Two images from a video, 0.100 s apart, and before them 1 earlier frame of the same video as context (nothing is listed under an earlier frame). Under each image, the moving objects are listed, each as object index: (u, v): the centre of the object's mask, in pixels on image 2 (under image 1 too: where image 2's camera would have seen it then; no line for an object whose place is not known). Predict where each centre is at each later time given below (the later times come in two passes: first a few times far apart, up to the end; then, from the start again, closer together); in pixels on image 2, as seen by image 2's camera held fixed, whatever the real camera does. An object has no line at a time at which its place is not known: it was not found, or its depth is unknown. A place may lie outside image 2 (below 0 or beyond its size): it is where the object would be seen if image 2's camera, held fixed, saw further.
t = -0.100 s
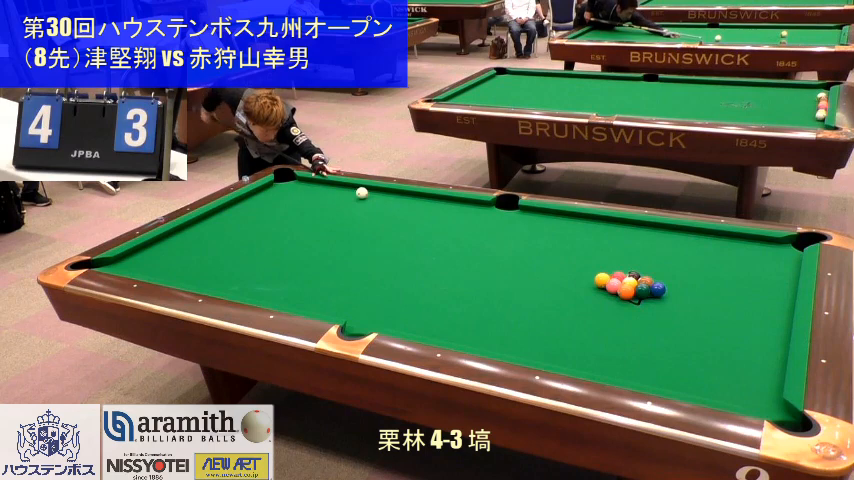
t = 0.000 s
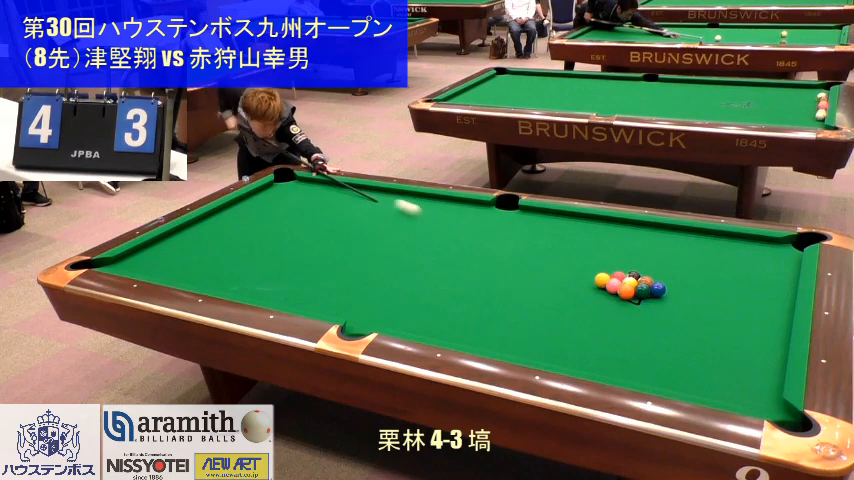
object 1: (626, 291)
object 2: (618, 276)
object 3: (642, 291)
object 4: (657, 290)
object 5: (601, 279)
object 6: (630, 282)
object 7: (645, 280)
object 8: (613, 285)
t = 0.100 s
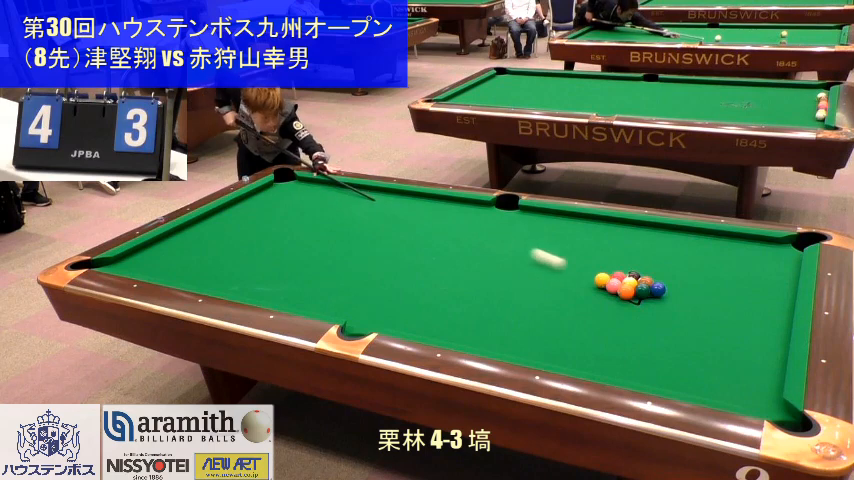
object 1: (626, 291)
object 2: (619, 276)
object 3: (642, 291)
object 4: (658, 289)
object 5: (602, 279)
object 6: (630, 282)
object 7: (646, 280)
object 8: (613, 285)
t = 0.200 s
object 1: (672, 349)
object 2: (618, 277)
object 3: (653, 294)
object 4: (716, 290)
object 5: (576, 285)
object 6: (631, 284)
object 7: (676, 281)
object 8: (601, 298)
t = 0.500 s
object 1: (755, 304)
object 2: (617, 273)
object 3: (694, 305)
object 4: (763, 287)
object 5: (482, 301)
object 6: (635, 283)
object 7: (719, 255)
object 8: (550, 341)
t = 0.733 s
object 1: (724, 250)
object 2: (617, 269)
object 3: (727, 313)
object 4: (773, 293)
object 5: (408, 313)
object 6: (638, 283)
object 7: (700, 235)
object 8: (529, 340)
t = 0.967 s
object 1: (668, 239)
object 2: (617, 267)
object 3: (759, 322)
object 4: (782, 299)
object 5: (369, 322)
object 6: (638, 282)
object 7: (678, 247)
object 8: (524, 317)
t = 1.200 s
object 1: (599, 244)
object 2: (616, 265)
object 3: (776, 327)
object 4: (785, 303)
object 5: (406, 324)
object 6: (638, 282)
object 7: (653, 263)
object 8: (519, 296)
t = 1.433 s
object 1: (530, 249)
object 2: (615, 263)
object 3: (757, 326)
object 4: (781, 305)
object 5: (438, 328)
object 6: (639, 286)
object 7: (627, 277)
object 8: (515, 279)
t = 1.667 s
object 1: (462, 253)
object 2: (615, 262)
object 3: (740, 325)
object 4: (778, 306)
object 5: (470, 330)
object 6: (644, 297)
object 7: (598, 282)
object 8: (512, 263)
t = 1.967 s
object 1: (376, 259)
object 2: (614, 261)
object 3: (722, 323)
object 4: (776, 308)
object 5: (510, 333)
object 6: (650, 312)
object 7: (560, 288)
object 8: (507, 245)
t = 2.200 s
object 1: (310, 263)
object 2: (614, 261)
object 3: (708, 323)
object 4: (775, 309)
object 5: (540, 336)
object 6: (656, 324)
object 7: (532, 292)
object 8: (505, 233)
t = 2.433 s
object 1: (245, 267)
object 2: (614, 263)
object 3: (697, 322)
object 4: (775, 309)
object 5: (570, 338)
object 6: (661, 336)
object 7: (505, 297)
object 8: (502, 223)
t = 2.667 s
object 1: (179, 271)
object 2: (612, 265)
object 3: (687, 321)
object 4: (775, 309)
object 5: (598, 341)
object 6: (666, 347)
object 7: (479, 301)
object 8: (501, 213)
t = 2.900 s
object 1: (137, 266)
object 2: (612, 267)
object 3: (679, 321)
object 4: (775, 310)
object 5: (625, 344)
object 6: (671, 359)
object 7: (454, 305)
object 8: (498, 204)
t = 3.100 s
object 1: (120, 258)
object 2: (611, 269)
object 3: (673, 321)
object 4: (775, 310)
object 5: (648, 345)
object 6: (676, 368)
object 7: (432, 309)
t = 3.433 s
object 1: (143, 260)
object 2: (610, 270)
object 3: (666, 320)
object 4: (775, 310)
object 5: (684, 348)
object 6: (683, 383)
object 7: (399, 314)
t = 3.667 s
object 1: (157, 261)
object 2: (609, 271)
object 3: (662, 320)
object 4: (775, 310)
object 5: (708, 350)
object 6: (689, 387)
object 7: (378, 318)
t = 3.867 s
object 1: (169, 261)
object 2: (609, 271)
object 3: (660, 320)
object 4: (775, 310)
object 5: (727, 352)
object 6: (694, 386)
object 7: (359, 322)
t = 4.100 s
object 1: (182, 262)
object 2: (608, 271)
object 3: (660, 320)
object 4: (775, 310)
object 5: (749, 354)
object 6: (699, 384)
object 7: (362, 324)
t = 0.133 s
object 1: (631, 296)
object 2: (618, 276)
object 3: (645, 290)
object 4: (663, 290)
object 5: (599, 279)
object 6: (629, 283)
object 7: (649, 280)
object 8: (613, 287)
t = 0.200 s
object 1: (672, 349)
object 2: (618, 277)
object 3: (653, 294)
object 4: (716, 290)
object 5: (576, 285)
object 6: (631, 284)
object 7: (676, 281)
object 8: (601, 298)
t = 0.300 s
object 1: (741, 376)
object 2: (618, 276)
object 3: (667, 298)
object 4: (789, 290)
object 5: (544, 291)
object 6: (633, 284)
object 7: (712, 278)
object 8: (584, 313)
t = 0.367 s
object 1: (776, 350)
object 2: (618, 275)
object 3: (676, 300)
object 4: (760, 283)
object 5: (523, 294)
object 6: (634, 284)
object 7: (734, 276)
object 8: (573, 322)
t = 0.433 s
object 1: (768, 325)
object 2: (617, 273)
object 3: (685, 302)
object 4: (758, 284)
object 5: (502, 298)
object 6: (635, 283)
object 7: (729, 267)
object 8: (561, 332)
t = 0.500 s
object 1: (755, 304)
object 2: (617, 273)
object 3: (694, 305)
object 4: (763, 287)
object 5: (482, 301)
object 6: (635, 283)
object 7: (719, 255)
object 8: (550, 341)
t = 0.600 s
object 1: (739, 277)
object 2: (617, 271)
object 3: (708, 308)
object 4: (768, 289)
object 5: (450, 306)
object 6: (636, 283)
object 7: (710, 241)
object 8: (533, 354)
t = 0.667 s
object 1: (731, 263)
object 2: (617, 270)
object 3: (717, 311)
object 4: (771, 291)
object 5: (429, 310)
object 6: (637, 283)
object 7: (706, 233)
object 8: (531, 348)
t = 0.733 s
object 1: (724, 250)
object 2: (617, 269)
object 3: (727, 313)
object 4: (773, 293)
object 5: (408, 313)
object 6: (638, 283)
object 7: (700, 235)
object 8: (529, 340)
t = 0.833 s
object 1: (712, 233)
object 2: (617, 268)
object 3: (741, 317)
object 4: (777, 296)
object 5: (375, 319)
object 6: (638, 282)
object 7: (690, 240)
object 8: (527, 329)
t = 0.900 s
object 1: (693, 235)
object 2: (617, 267)
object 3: (750, 319)
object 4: (780, 297)
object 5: (355, 322)
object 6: (638, 282)
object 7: (684, 243)
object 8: (525, 323)
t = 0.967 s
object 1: (668, 239)
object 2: (617, 267)
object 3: (759, 322)
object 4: (782, 299)
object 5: (369, 322)
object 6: (638, 282)
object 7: (678, 247)
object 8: (524, 317)
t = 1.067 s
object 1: (638, 242)
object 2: (616, 266)
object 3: (773, 325)
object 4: (786, 302)
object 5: (387, 322)
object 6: (638, 282)
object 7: (667, 254)
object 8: (521, 308)
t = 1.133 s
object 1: (619, 243)
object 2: (616, 265)
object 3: (782, 328)
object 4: (786, 302)
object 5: (396, 323)
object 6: (638, 282)
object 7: (660, 259)
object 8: (520, 302)
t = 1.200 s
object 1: (599, 244)
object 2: (616, 265)
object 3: (776, 327)
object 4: (785, 303)
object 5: (406, 324)
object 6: (638, 282)
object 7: (653, 263)
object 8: (519, 296)
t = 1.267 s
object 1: (579, 246)
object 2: (616, 264)
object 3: (771, 327)
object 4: (783, 304)
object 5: (415, 325)
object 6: (638, 282)
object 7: (647, 268)
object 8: (517, 291)
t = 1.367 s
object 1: (550, 247)
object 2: (615, 263)
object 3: (763, 326)
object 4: (782, 304)
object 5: (429, 327)
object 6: (639, 283)
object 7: (636, 272)
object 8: (516, 283)
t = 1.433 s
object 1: (530, 249)
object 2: (615, 263)
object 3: (757, 326)
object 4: (781, 305)
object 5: (438, 328)
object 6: (639, 286)
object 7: (627, 277)
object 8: (515, 279)
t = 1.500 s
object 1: (511, 250)
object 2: (615, 262)
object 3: (752, 326)
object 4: (780, 305)
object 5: (447, 328)
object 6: (641, 289)
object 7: (619, 278)
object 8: (514, 274)
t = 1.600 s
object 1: (482, 252)
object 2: (615, 262)
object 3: (745, 325)
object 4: (779, 306)
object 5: (461, 329)
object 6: (643, 295)
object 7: (605, 280)
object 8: (512, 267)
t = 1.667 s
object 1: (462, 253)
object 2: (615, 262)
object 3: (740, 325)
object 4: (778, 306)
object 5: (470, 330)
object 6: (644, 297)
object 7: (598, 282)
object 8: (512, 263)
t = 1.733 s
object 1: (443, 254)
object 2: (615, 261)
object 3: (736, 325)
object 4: (777, 307)
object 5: (479, 331)
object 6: (645, 301)
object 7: (589, 283)
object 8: (510, 259)
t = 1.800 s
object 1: (423, 255)
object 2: (615, 261)
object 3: (732, 324)
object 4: (777, 307)
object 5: (488, 331)
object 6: (647, 304)
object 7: (581, 284)
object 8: (509, 255)
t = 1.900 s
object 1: (395, 257)
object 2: (614, 261)
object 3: (725, 324)
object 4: (776, 308)
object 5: (501, 333)
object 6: (649, 309)
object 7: (568, 286)
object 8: (508, 249)
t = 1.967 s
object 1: (376, 259)
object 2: (614, 261)
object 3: (722, 323)
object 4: (776, 308)
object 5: (510, 333)
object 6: (650, 312)
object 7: (560, 288)
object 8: (507, 245)
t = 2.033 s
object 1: (357, 260)
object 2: (614, 261)
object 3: (718, 323)
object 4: (775, 308)
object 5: (519, 334)
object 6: (652, 316)
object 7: (552, 289)
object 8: (506, 242)
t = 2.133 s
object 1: (329, 261)
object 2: (614, 261)
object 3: (712, 323)
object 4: (775, 308)
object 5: (532, 335)
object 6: (654, 321)
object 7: (540, 291)
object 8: (505, 236)
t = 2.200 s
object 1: (310, 263)
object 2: (614, 261)
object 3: (708, 323)
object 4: (775, 309)
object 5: (540, 336)
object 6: (656, 324)
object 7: (532, 292)
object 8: (505, 233)
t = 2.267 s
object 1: (291, 264)
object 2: (614, 261)
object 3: (705, 323)
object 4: (775, 309)
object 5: (549, 337)
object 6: (657, 327)
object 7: (524, 293)
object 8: (504, 230)
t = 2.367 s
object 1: (263, 266)
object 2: (614, 261)
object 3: (700, 322)
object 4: (775, 309)
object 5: (561, 338)
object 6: (660, 332)
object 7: (512, 295)
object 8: (503, 226)
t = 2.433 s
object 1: (245, 267)
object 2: (614, 263)
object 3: (697, 322)
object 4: (775, 309)
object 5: (570, 338)
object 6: (661, 336)
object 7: (505, 297)
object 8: (502, 223)
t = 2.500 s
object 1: (226, 268)
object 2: (613, 264)
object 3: (694, 322)
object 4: (774, 310)
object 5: (578, 339)
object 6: (663, 339)
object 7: (497, 298)
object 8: (502, 220)
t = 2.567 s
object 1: (207, 269)
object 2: (613, 264)
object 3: (691, 322)
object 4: (775, 310)
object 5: (586, 340)
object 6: (664, 342)
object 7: (490, 299)
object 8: (501, 217)
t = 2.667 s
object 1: (179, 271)
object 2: (612, 265)
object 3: (687, 321)
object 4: (775, 309)
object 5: (598, 341)
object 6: (666, 347)
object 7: (479, 301)
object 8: (501, 213)
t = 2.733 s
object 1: (161, 272)
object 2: (613, 265)
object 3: (685, 321)
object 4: (775, 310)
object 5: (606, 342)
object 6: (668, 351)
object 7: (471, 302)
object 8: (500, 210)
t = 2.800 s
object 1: (144, 271)
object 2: (612, 266)
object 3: (682, 321)
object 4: (775, 310)
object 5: (614, 342)
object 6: (669, 354)
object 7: (464, 303)
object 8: (499, 208)
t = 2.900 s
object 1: (137, 266)
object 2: (612, 267)
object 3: (679, 321)
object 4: (775, 310)
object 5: (625, 344)
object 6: (671, 359)
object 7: (454, 305)
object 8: (498, 204)
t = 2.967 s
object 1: (131, 264)
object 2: (612, 268)
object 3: (677, 321)
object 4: (775, 310)
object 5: (633, 344)
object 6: (673, 362)
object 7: (447, 306)
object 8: (498, 202)
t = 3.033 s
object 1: (125, 261)
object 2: (612, 268)
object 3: (675, 321)
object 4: (775, 310)
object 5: (641, 345)
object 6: (675, 365)
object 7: (439, 307)
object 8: (502, 204)
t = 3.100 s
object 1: (120, 258)
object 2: (611, 269)
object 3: (673, 321)
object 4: (775, 310)
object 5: (648, 345)
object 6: (676, 368)
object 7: (432, 309)
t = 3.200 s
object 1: (127, 258)
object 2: (611, 269)
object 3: (670, 321)
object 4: (775, 310)
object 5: (659, 346)
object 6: (678, 373)
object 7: (423, 310)
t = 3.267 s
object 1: (132, 259)
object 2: (611, 269)
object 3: (669, 320)
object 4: (775, 310)
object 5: (666, 347)
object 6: (680, 376)
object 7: (416, 312)
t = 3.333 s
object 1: (136, 259)
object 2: (610, 270)
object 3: (668, 320)
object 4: (775, 310)
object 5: (674, 347)
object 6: (681, 380)
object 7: (409, 313)
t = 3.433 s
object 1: (143, 260)
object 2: (610, 270)
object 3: (666, 320)
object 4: (775, 310)
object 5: (684, 348)
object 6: (683, 383)
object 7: (399, 314)
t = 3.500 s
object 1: (147, 260)
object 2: (610, 271)
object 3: (665, 320)
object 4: (775, 310)
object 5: (691, 349)
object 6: (685, 386)
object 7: (393, 316)
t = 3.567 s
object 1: (151, 260)
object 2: (610, 271)
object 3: (663, 320)
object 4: (775, 310)
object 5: (698, 350)
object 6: (687, 388)
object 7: (387, 316)
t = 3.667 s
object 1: (157, 261)
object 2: (609, 271)
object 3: (662, 320)
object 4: (775, 310)
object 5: (708, 350)
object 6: (689, 387)
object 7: (378, 318)
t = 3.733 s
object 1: (162, 261)
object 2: (609, 271)
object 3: (661, 320)
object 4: (775, 310)
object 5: (715, 351)
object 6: (691, 387)
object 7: (371, 320)
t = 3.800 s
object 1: (165, 261)
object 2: (609, 271)
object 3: (661, 320)
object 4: (775, 310)
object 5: (721, 352)
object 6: (693, 386)
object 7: (365, 321)
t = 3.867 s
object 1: (169, 261)
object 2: (609, 271)
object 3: (660, 320)
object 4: (775, 310)
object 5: (727, 352)
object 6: (694, 386)
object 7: (359, 322)
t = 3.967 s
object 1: (175, 262)
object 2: (608, 271)
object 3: (660, 320)
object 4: (775, 310)
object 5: (737, 353)
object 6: (696, 385)
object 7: (357, 322)
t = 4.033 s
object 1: (179, 262)
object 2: (608, 271)
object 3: (660, 320)
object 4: (775, 310)
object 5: (743, 353)
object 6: (697, 384)
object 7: (360, 323)
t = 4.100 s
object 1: (182, 262)
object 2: (608, 271)
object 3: (660, 320)
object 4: (775, 310)
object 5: (749, 354)
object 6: (699, 384)
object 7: (362, 324)
